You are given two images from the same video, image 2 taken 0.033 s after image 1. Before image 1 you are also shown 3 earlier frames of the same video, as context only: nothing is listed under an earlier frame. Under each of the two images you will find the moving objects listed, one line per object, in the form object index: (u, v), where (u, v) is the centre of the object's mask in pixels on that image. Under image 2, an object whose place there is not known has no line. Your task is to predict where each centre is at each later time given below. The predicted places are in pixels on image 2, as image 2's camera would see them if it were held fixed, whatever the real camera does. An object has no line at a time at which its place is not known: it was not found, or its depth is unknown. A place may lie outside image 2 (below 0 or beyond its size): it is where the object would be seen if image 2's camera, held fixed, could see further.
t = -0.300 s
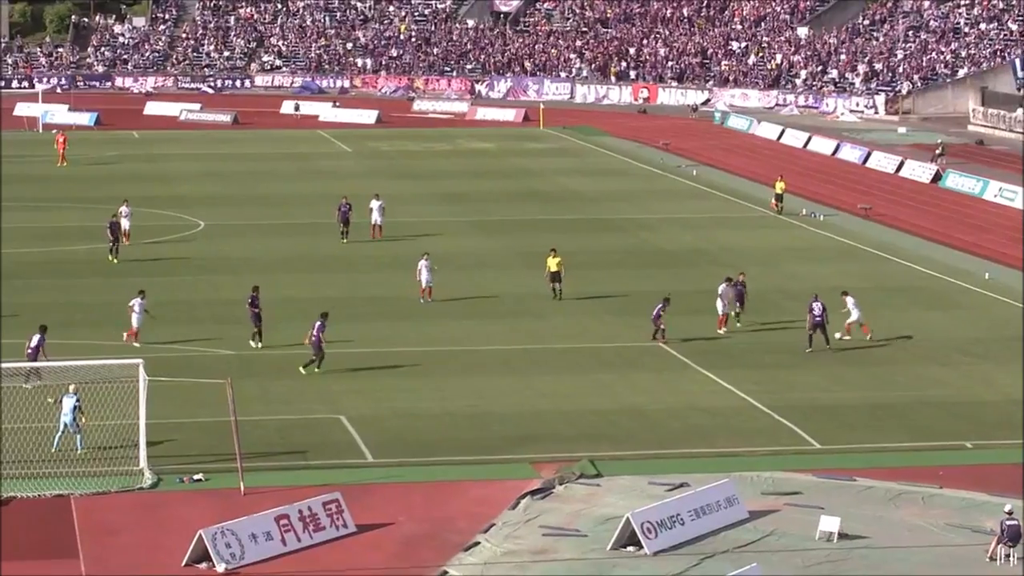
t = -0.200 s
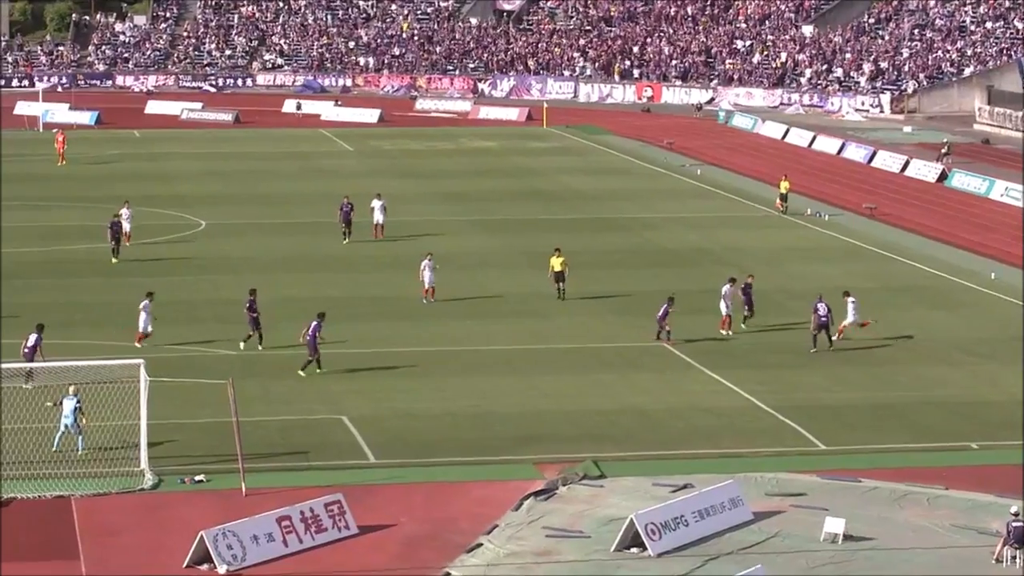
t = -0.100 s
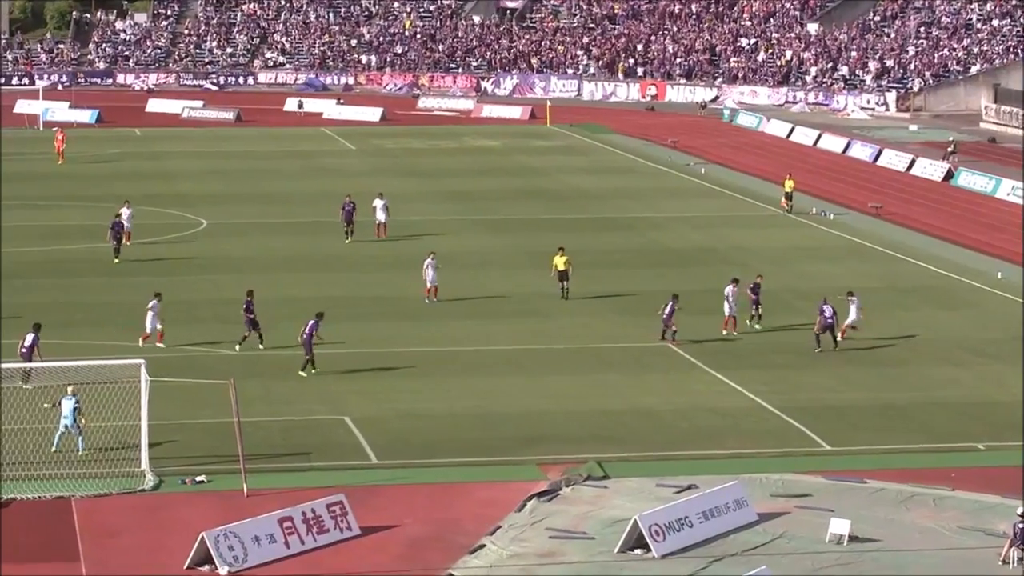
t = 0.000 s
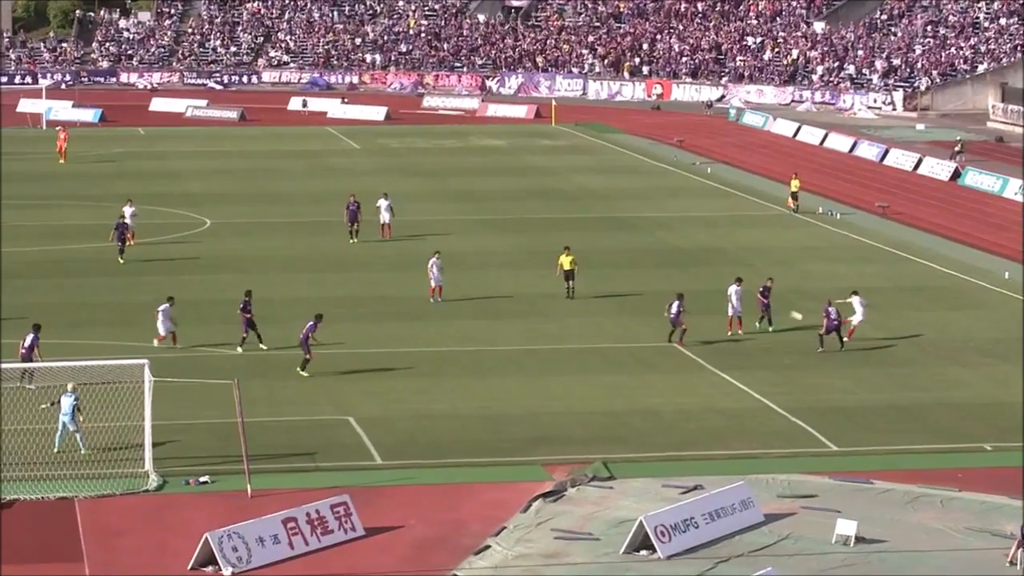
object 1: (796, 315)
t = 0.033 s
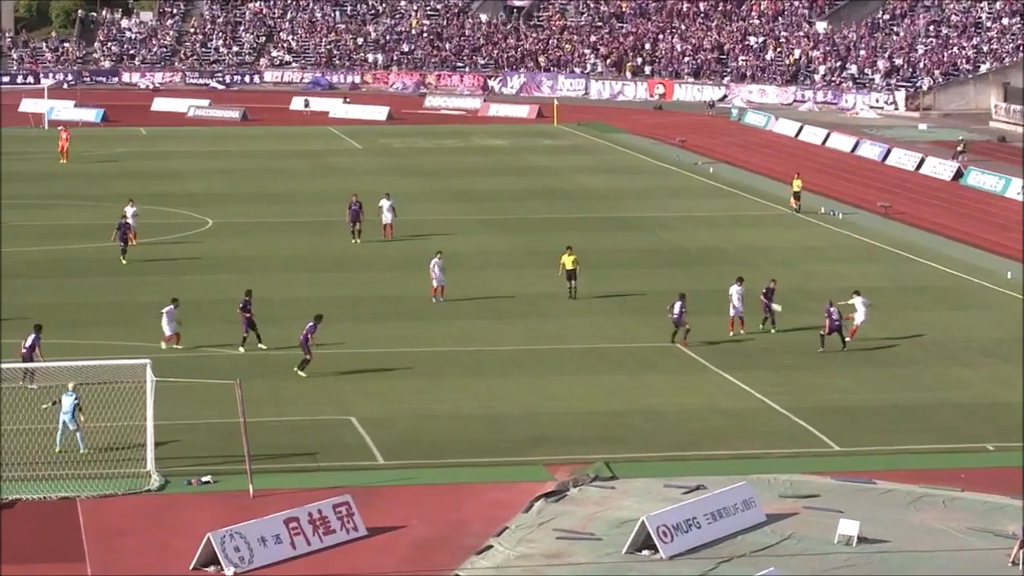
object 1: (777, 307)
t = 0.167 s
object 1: (680, 274)
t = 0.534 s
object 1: (468, 219)
